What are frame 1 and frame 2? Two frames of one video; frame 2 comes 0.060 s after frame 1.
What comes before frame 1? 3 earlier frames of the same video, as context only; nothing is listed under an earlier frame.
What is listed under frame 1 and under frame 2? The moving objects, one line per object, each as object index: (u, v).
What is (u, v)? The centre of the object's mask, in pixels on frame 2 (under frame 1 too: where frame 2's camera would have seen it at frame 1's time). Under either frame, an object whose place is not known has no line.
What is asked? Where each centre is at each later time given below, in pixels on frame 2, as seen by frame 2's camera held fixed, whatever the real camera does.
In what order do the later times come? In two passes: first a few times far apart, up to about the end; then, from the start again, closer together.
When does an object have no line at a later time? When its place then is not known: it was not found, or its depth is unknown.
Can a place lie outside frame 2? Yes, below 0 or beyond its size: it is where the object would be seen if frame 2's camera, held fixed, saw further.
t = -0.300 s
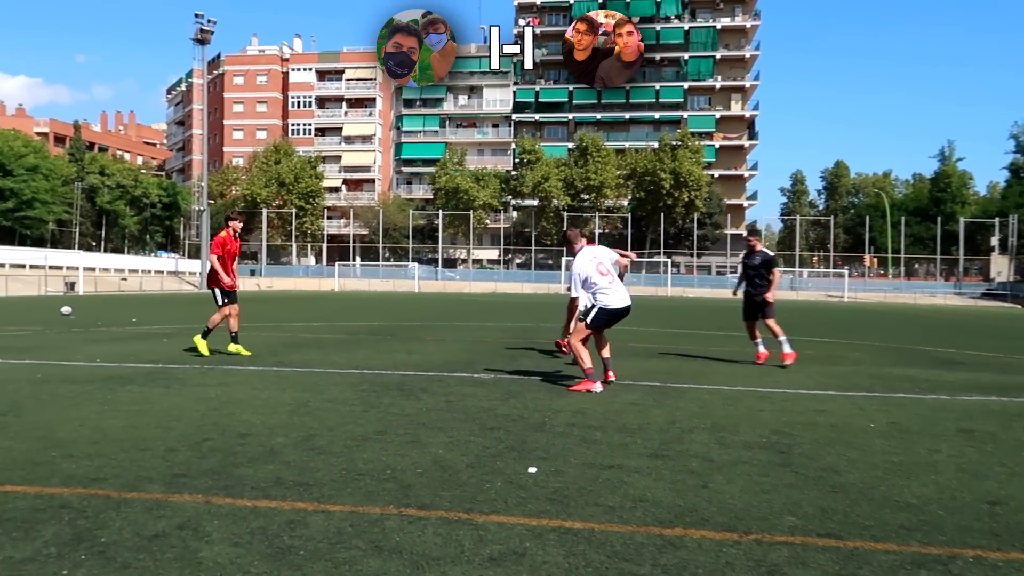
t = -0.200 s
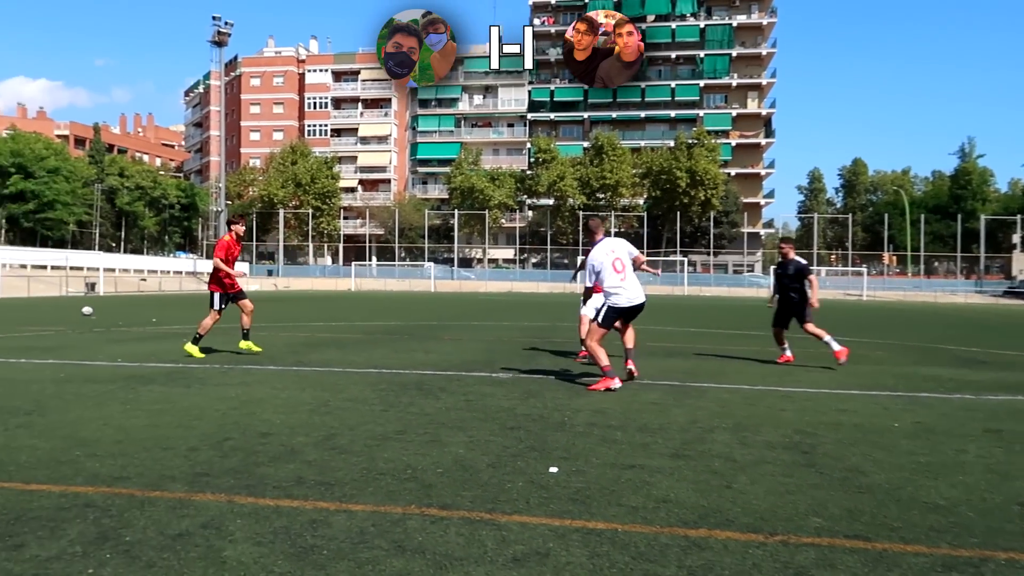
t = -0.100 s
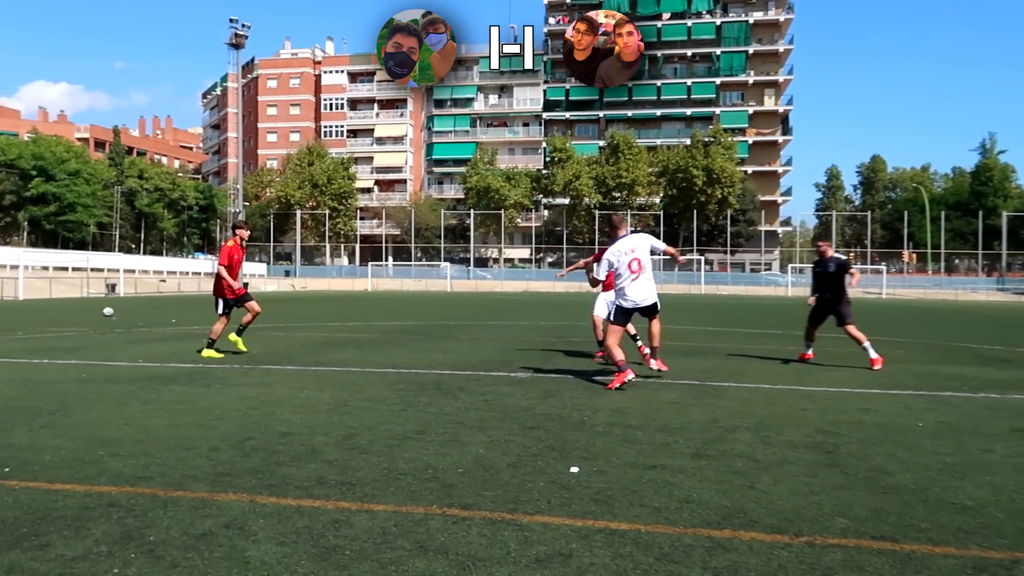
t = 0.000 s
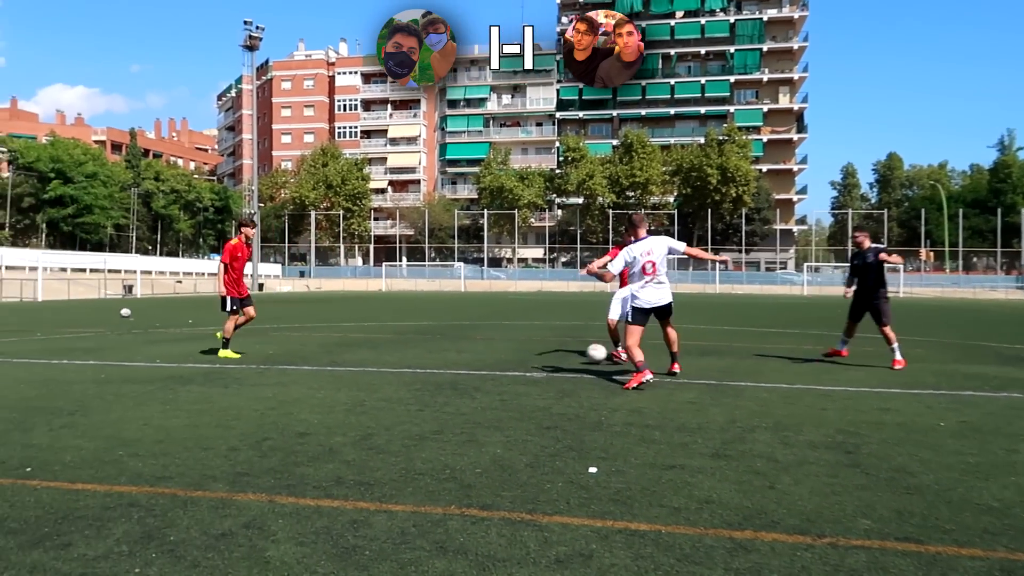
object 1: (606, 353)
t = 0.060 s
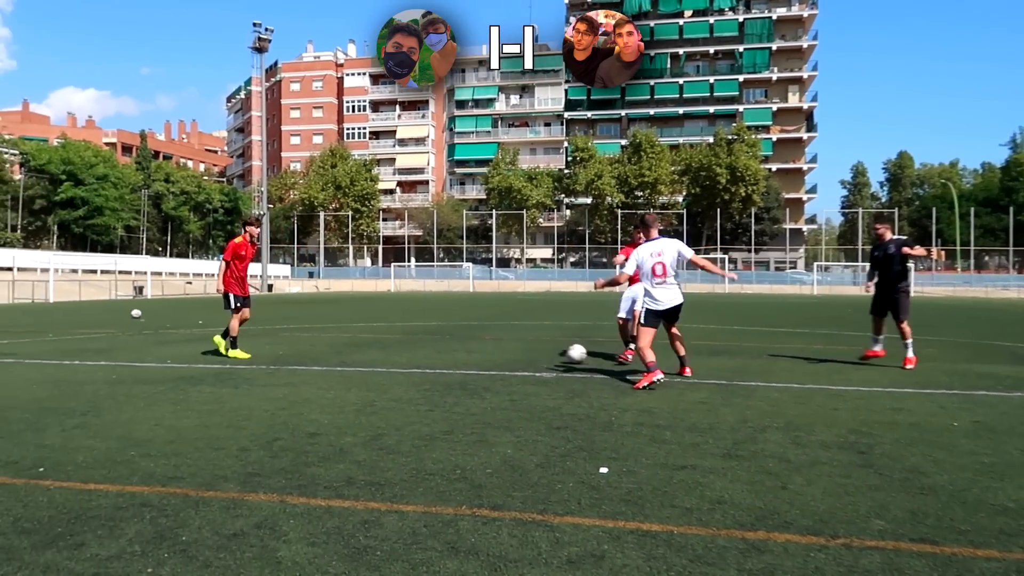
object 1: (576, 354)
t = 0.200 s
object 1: (518, 353)
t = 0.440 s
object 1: (442, 353)
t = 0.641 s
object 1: (394, 354)
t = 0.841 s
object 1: (348, 353)
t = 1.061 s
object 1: (300, 353)
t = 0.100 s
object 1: (559, 352)
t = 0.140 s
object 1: (543, 352)
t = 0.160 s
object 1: (534, 352)
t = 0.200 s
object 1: (518, 353)
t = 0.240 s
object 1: (504, 352)
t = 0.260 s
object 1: (497, 352)
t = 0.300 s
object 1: (483, 352)
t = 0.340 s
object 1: (470, 354)
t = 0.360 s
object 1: (463, 353)
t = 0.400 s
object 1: (453, 352)
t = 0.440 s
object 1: (442, 353)
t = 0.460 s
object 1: (437, 353)
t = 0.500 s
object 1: (427, 353)
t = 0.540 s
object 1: (417, 354)
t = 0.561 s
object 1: (413, 354)
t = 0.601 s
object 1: (403, 353)
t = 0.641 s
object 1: (394, 354)
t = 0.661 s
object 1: (389, 353)
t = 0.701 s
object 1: (380, 354)
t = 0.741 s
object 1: (371, 354)
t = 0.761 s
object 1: (366, 354)
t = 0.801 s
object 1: (357, 354)
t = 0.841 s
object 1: (348, 353)
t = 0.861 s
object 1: (344, 353)
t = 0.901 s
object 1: (335, 353)
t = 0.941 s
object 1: (325, 354)
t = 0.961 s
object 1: (321, 354)
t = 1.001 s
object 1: (313, 354)
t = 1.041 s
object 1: (304, 353)
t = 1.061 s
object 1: (300, 353)
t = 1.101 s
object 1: (291, 353)
